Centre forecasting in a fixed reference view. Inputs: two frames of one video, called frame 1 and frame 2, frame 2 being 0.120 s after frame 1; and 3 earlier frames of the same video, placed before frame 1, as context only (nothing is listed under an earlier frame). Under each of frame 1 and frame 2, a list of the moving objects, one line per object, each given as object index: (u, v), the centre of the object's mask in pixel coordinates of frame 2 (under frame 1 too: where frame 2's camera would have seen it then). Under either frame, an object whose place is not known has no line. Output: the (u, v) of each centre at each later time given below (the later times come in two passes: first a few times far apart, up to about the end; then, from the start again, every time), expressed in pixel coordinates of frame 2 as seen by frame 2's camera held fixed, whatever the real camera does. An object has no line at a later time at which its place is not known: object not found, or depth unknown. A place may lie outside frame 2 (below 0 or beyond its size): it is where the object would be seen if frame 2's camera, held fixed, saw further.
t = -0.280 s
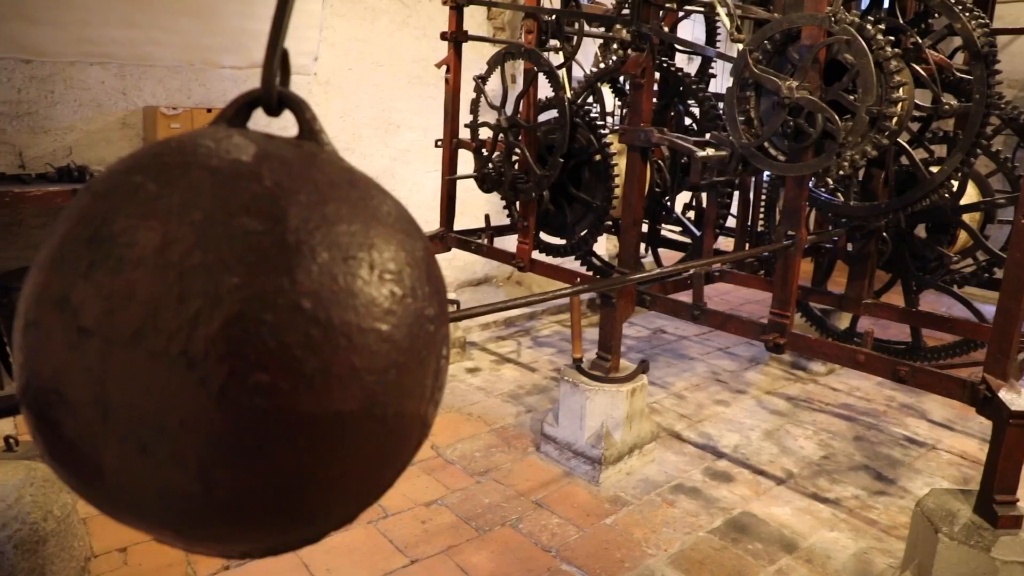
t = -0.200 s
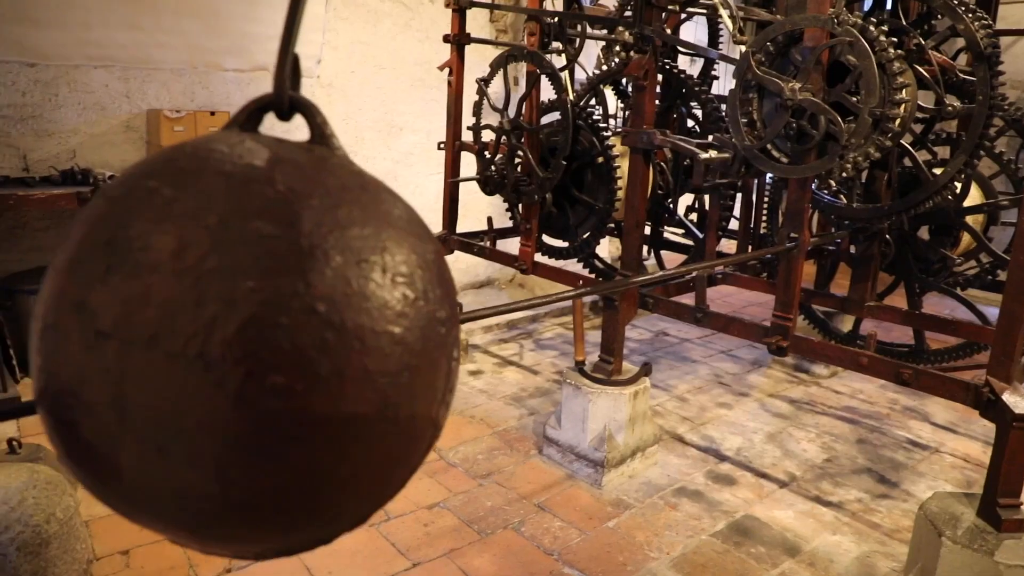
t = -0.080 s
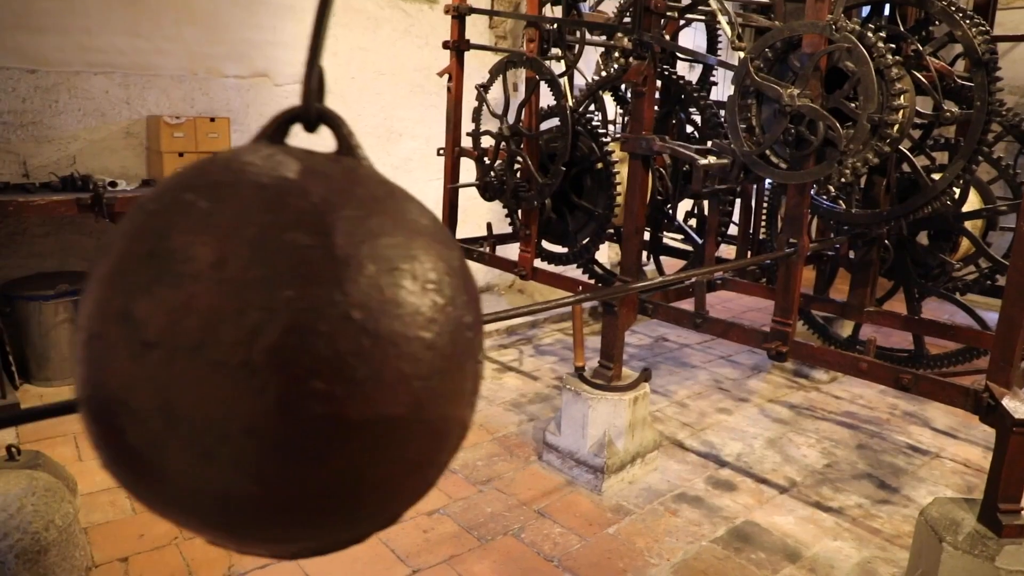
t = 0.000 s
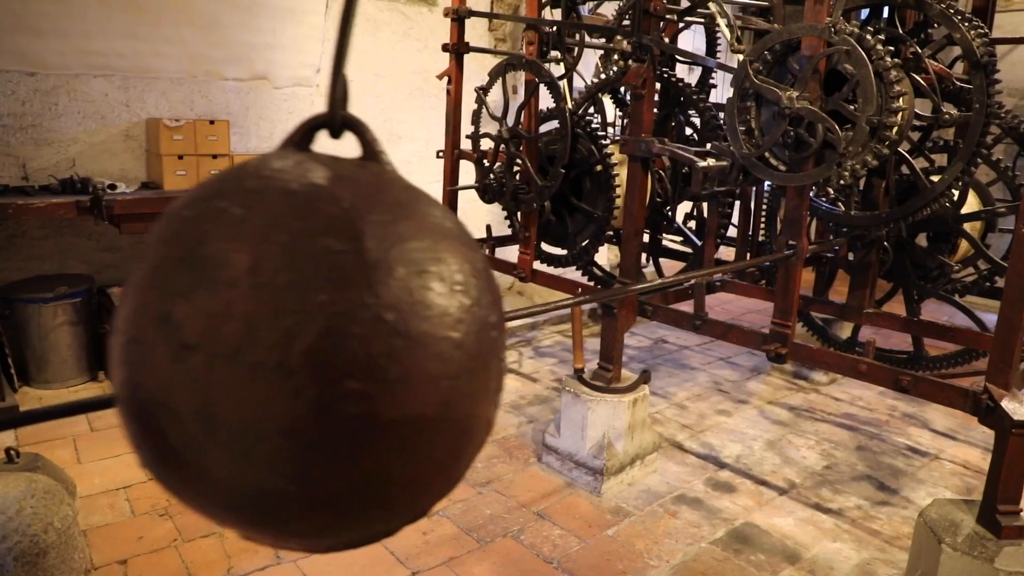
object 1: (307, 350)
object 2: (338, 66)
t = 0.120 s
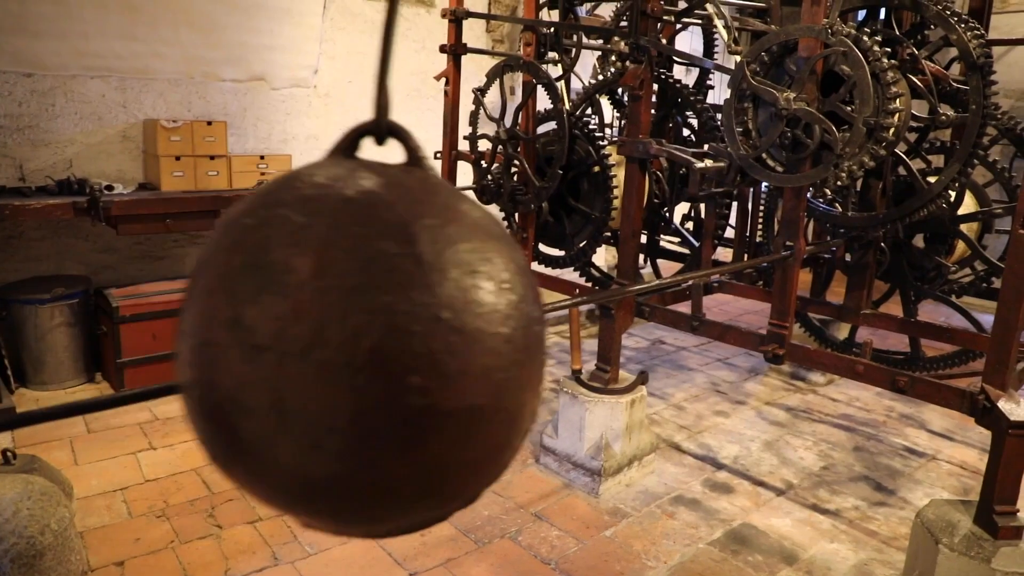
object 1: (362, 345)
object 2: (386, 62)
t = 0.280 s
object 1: (442, 332)
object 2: (455, 67)
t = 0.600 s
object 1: (584, 309)
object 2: (581, 68)
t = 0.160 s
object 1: (383, 343)
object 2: (403, 64)
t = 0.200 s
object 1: (402, 341)
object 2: (420, 62)
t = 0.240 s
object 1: (422, 339)
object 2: (437, 62)
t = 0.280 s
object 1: (442, 332)
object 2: (455, 67)
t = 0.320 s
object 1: (462, 329)
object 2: (472, 62)
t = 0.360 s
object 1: (481, 329)
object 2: (489, 61)
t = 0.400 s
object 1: (499, 322)
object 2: (505, 64)
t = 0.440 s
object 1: (518, 324)
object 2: (523, 70)
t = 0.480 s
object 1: (537, 316)
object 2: (538, 67)
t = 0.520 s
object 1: (553, 312)
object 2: (554, 68)
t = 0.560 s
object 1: (569, 312)
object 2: (569, 66)
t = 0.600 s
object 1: (584, 309)
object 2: (581, 68)
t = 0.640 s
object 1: (597, 302)
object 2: (594, 67)
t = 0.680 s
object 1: (610, 298)
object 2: (606, 64)
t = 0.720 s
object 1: (621, 294)
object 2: (616, 64)
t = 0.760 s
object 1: (632, 290)
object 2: (627, 64)
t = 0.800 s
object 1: (643, 287)
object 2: (637, 60)
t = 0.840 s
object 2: (646, 60)
